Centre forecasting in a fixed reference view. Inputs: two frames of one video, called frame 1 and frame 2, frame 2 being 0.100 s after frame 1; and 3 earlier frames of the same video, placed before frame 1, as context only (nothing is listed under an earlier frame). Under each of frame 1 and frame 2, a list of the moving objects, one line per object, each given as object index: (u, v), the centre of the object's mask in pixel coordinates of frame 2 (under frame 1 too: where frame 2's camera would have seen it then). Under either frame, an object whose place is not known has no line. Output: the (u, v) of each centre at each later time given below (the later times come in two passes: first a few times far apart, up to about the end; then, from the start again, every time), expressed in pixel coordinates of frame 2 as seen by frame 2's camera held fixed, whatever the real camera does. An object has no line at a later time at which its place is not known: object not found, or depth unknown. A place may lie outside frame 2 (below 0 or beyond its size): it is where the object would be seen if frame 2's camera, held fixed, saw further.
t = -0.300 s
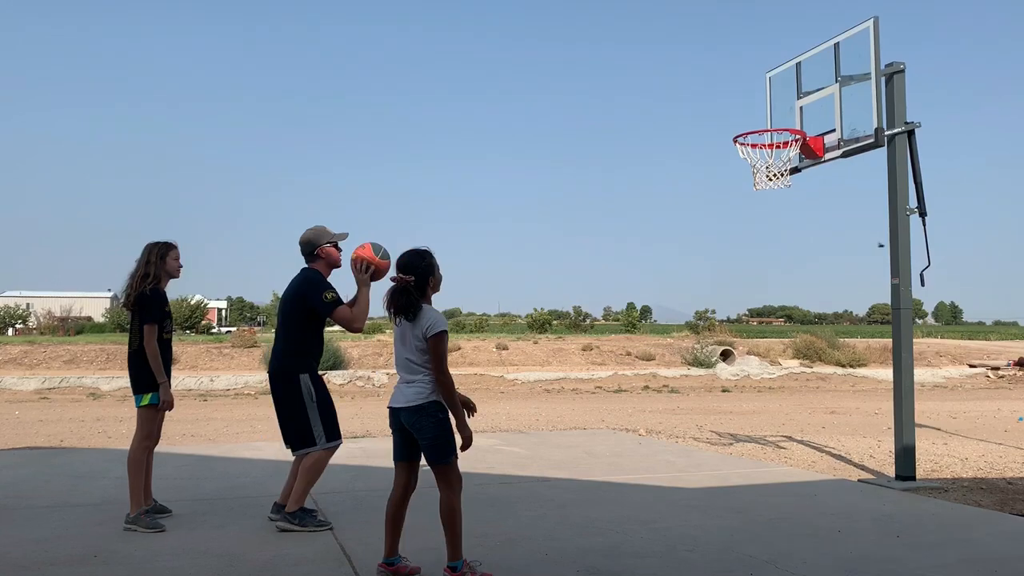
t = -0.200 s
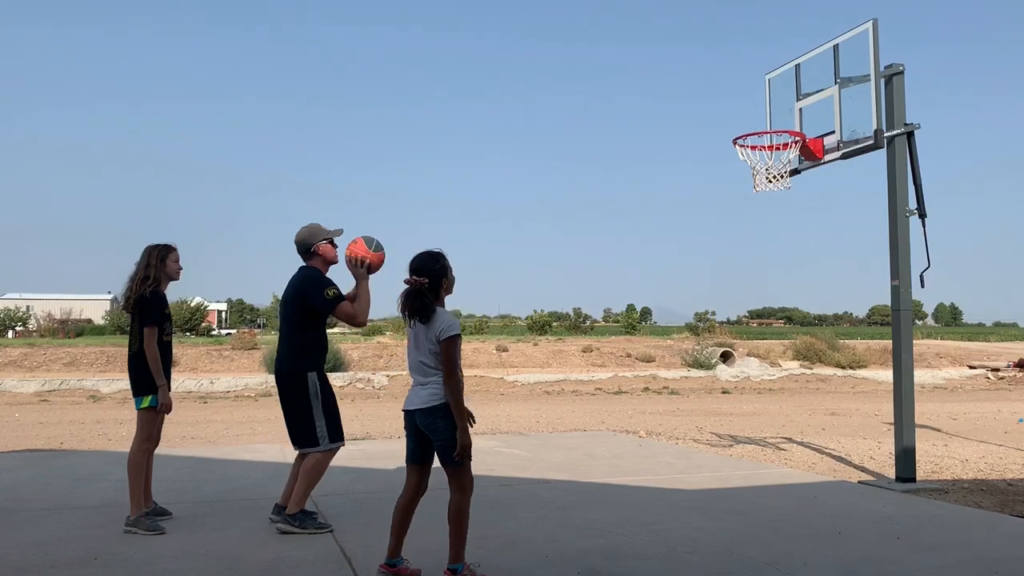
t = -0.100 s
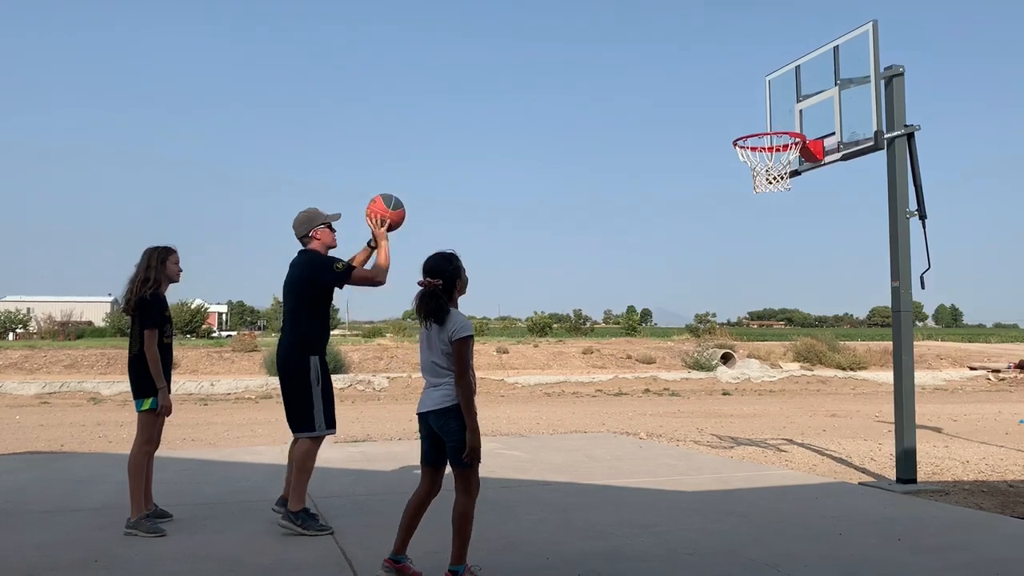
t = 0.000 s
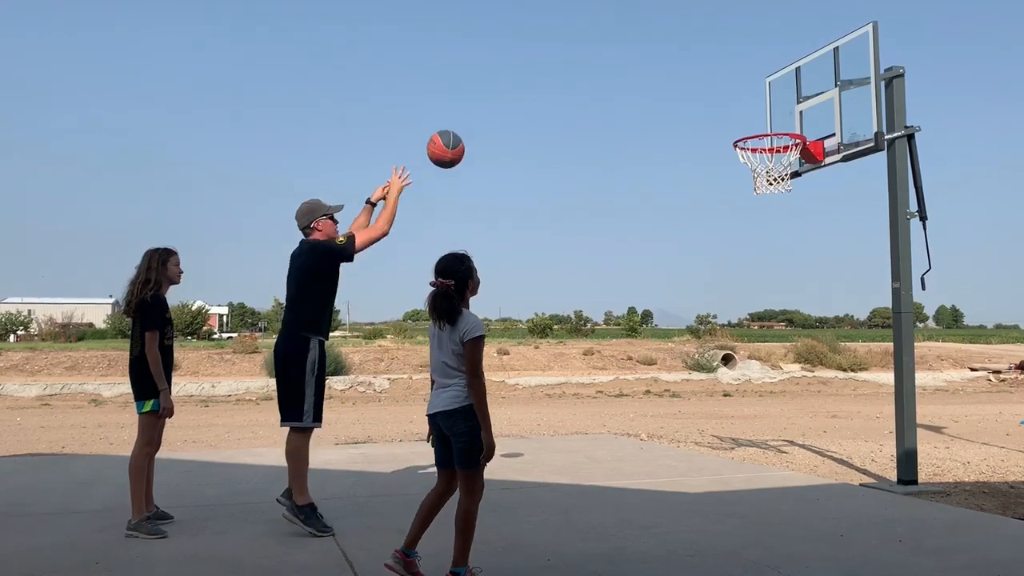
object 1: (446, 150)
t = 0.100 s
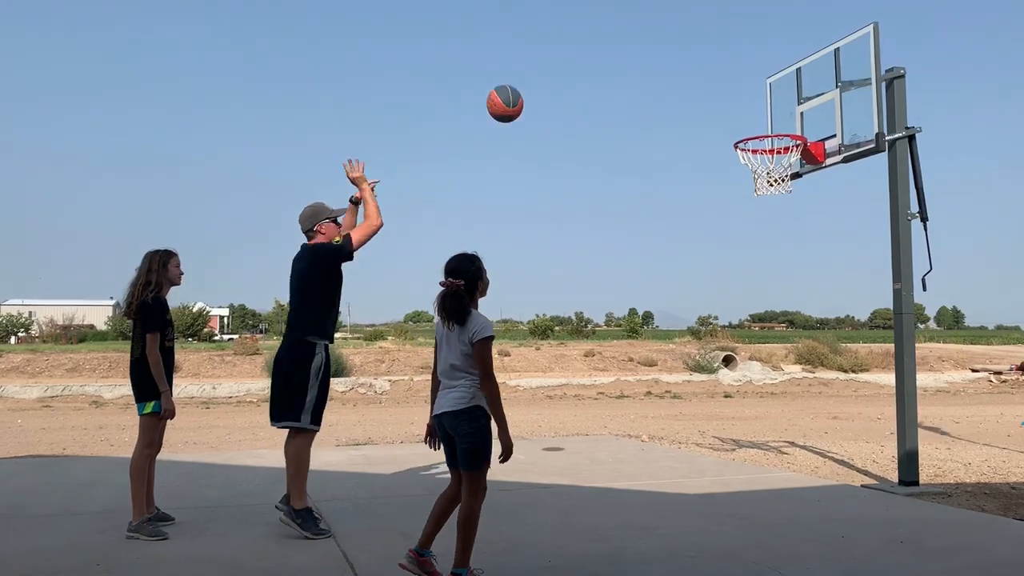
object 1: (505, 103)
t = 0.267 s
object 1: (595, 63)
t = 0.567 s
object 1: (739, 95)
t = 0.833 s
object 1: (734, 94)
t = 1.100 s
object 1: (632, 96)
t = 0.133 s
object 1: (523, 92)
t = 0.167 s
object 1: (542, 82)
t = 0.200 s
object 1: (560, 74)
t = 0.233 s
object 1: (577, 68)
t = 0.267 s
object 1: (595, 63)
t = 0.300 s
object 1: (612, 60)
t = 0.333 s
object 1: (629, 59)
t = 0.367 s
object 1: (646, 59)
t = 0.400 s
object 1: (662, 62)
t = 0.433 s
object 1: (678, 65)
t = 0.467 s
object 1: (694, 70)
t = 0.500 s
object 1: (709, 77)
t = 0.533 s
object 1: (724, 85)
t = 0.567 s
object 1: (739, 95)
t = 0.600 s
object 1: (754, 106)
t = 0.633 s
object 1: (769, 118)
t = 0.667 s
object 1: (783, 126)
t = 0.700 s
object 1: (781, 129)
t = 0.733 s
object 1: (769, 118)
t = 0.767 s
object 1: (758, 109)
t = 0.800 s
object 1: (746, 101)
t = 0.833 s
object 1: (734, 94)
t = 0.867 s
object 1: (722, 88)
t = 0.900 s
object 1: (709, 85)
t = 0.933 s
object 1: (697, 82)
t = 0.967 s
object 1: (684, 82)
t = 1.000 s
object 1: (672, 83)
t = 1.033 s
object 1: (659, 85)
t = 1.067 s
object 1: (645, 90)
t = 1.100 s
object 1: (632, 96)
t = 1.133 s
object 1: (618, 104)
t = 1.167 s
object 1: (604, 113)
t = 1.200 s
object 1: (590, 125)
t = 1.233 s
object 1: (576, 139)
